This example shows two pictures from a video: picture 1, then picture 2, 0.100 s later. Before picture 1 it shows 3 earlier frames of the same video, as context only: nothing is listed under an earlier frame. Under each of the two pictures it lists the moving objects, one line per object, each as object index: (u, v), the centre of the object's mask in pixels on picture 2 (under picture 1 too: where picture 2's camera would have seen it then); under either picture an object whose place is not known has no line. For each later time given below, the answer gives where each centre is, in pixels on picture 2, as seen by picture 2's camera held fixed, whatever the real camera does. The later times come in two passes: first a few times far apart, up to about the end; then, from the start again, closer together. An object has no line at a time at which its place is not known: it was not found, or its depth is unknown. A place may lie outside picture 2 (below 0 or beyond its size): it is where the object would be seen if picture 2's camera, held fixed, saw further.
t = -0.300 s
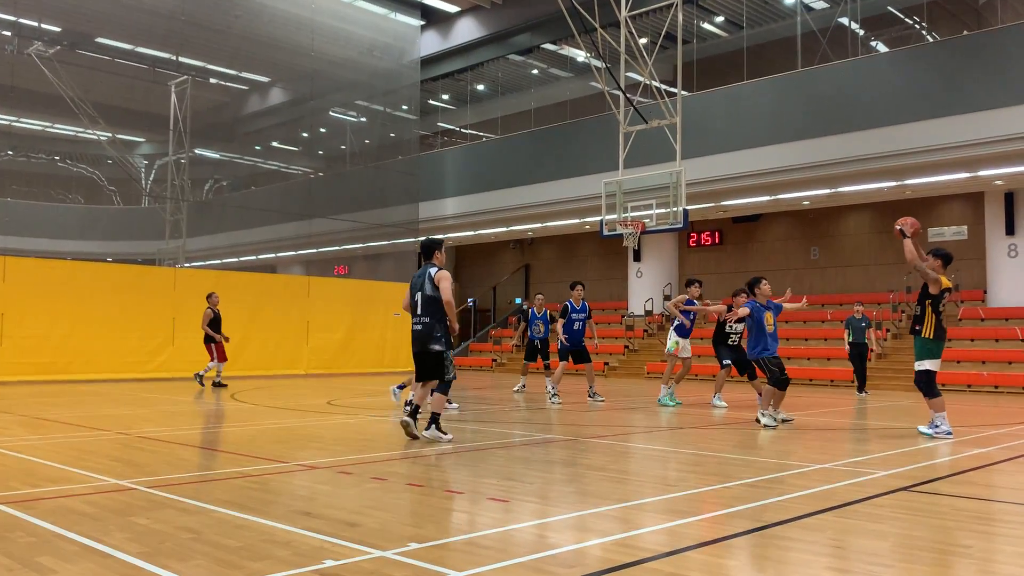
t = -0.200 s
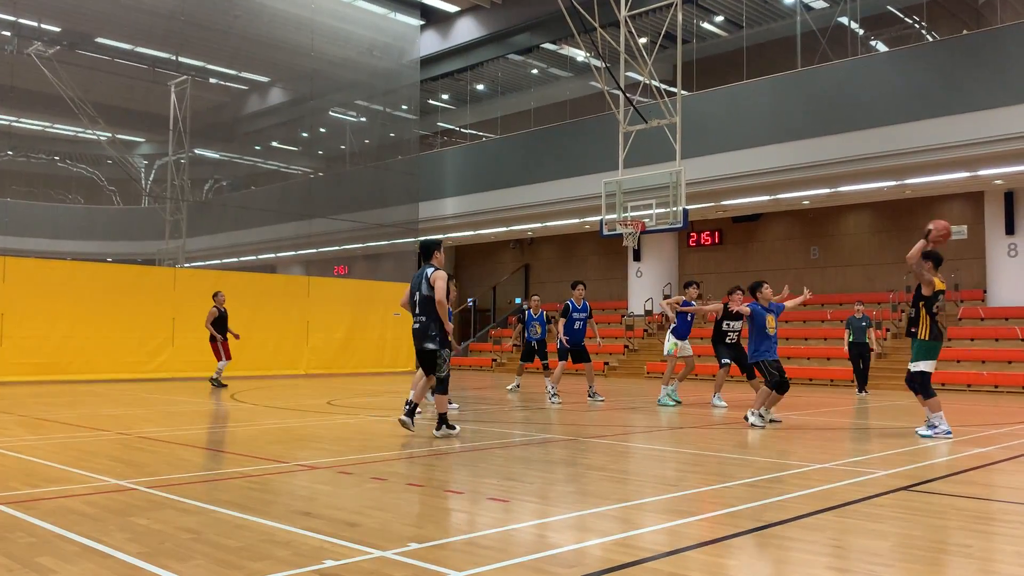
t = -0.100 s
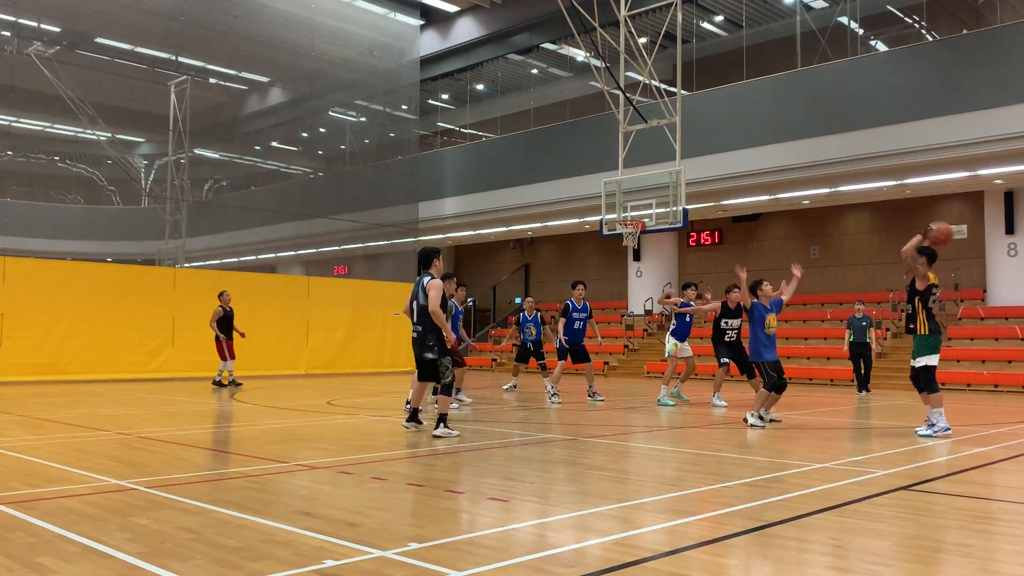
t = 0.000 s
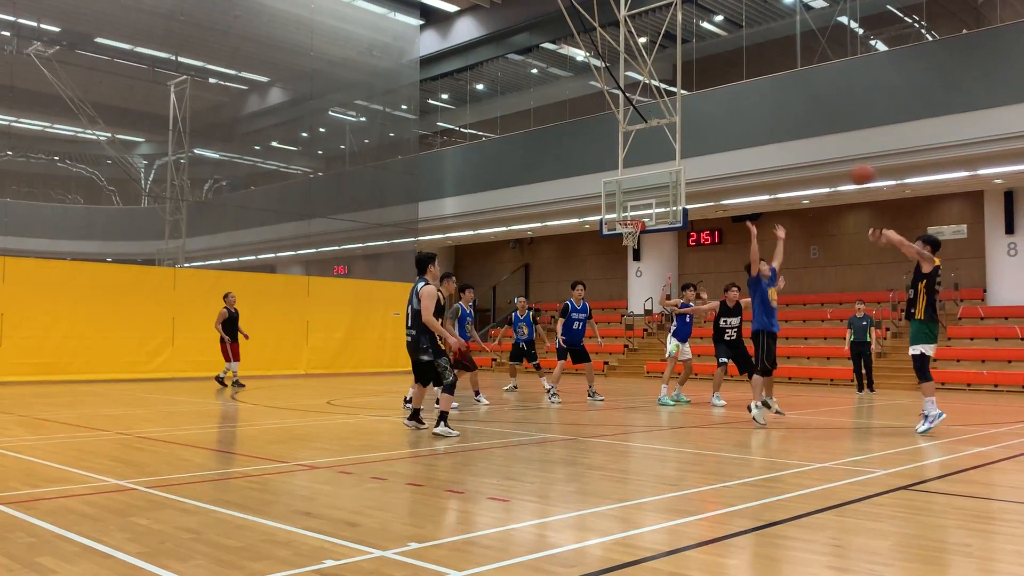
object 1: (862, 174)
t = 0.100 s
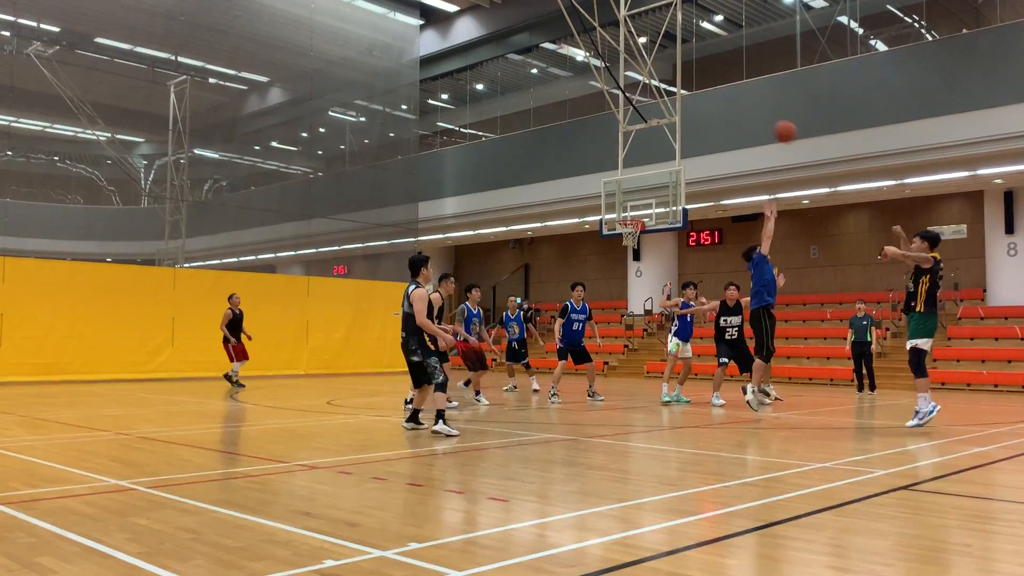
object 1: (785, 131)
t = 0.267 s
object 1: (675, 88)
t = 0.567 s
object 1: (523, 80)
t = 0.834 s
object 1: (420, 118)
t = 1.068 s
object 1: (356, 168)
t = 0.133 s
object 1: (761, 120)
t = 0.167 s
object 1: (738, 111)
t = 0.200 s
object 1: (717, 102)
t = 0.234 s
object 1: (695, 94)
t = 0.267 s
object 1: (675, 88)
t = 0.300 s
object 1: (656, 84)
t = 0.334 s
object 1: (637, 80)
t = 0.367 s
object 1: (619, 77)
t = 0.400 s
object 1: (602, 76)
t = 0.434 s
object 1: (585, 75)
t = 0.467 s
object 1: (569, 75)
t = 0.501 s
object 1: (553, 76)
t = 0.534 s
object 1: (538, 77)
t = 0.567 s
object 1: (523, 80)
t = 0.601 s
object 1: (508, 83)
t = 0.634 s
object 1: (494, 86)
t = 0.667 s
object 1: (481, 89)
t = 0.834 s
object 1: (420, 118)
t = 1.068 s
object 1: (356, 168)
